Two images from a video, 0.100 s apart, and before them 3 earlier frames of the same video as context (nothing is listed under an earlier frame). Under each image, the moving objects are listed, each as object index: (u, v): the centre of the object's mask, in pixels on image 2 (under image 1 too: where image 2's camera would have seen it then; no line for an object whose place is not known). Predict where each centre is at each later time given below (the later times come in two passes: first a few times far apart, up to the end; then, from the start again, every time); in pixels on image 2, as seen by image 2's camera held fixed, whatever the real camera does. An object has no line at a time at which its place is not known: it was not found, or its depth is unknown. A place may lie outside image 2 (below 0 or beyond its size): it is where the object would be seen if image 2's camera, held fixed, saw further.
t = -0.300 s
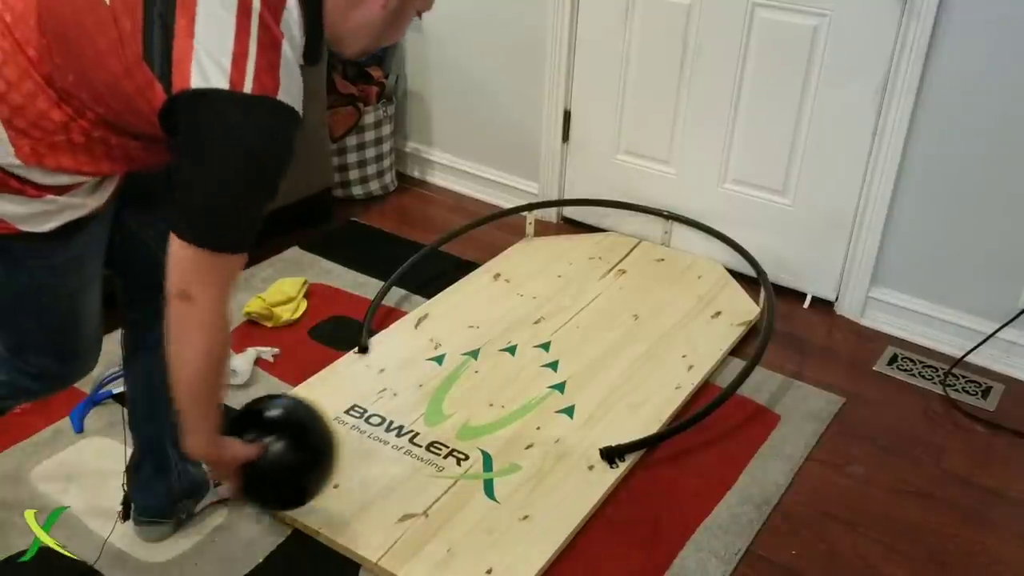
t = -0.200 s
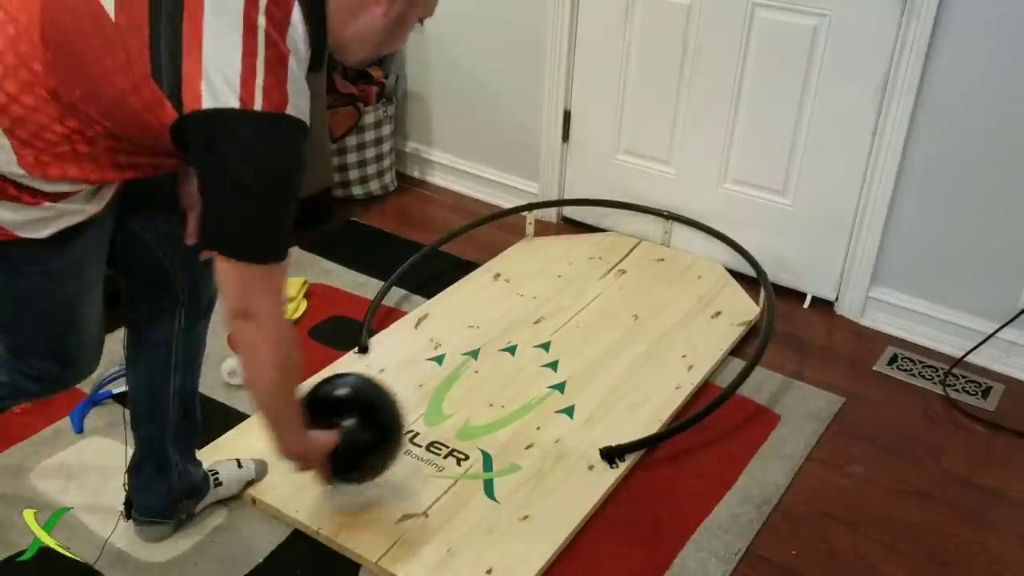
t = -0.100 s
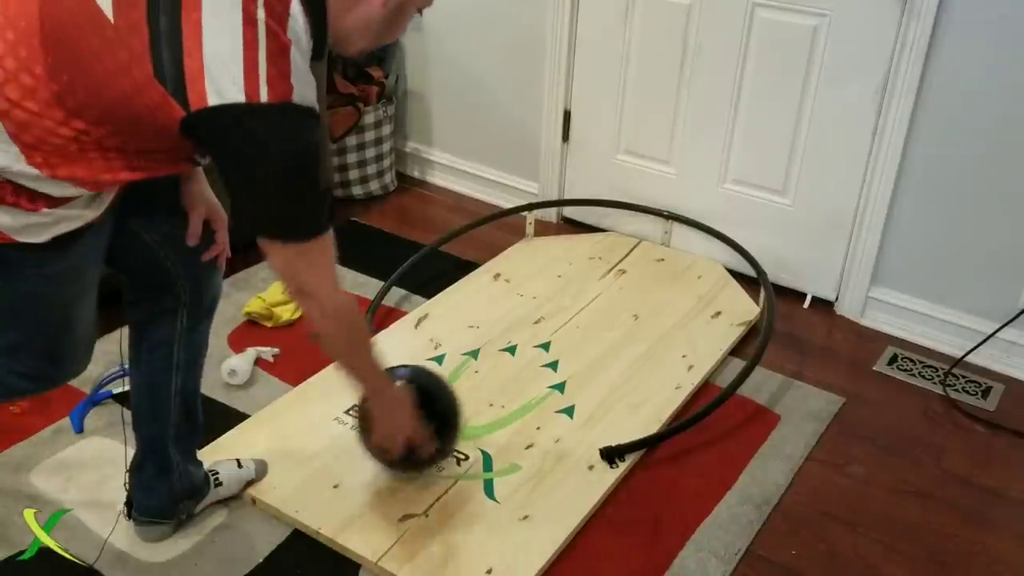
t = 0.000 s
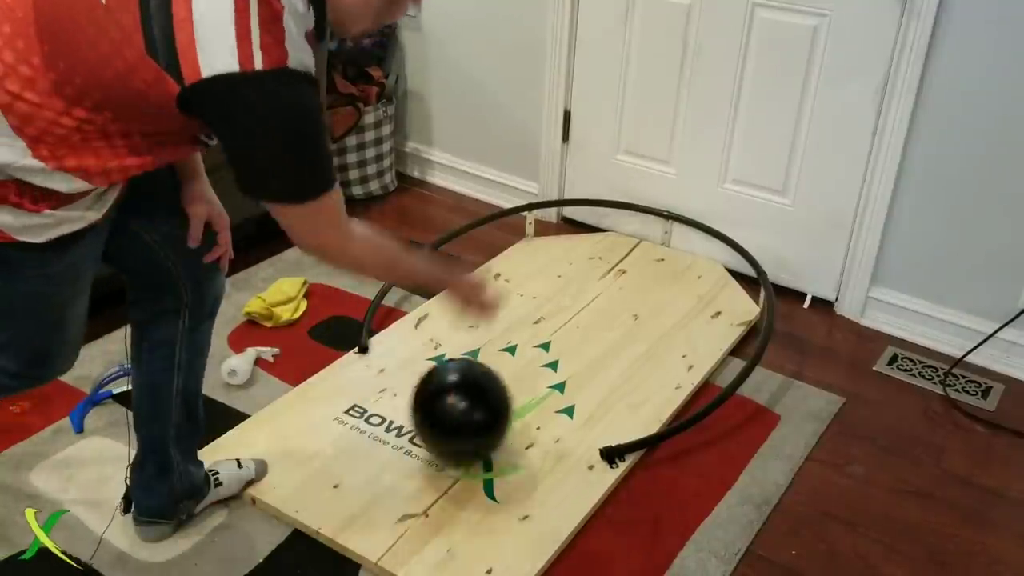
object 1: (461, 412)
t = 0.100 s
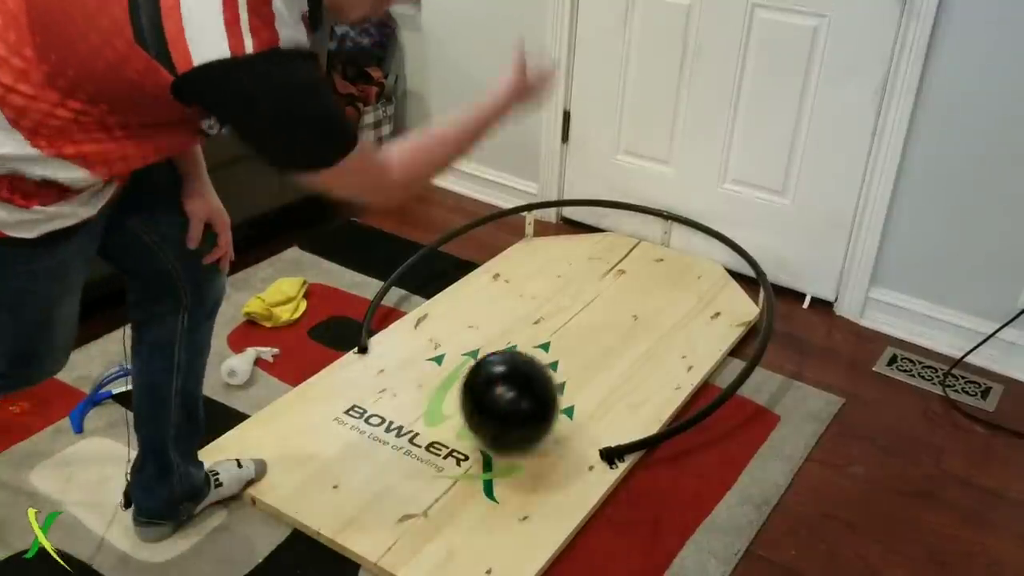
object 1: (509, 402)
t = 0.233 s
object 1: (567, 381)
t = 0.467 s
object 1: (651, 348)
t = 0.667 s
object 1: (706, 317)
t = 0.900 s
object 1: (715, 280)
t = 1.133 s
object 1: (679, 243)
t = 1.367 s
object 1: (619, 229)
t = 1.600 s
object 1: (557, 220)
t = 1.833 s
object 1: (520, 231)
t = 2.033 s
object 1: (487, 242)
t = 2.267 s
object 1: (445, 257)
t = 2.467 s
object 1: (411, 272)
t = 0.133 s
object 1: (524, 396)
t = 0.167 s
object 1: (539, 391)
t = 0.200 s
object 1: (553, 387)
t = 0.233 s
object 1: (567, 381)
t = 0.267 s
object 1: (580, 377)
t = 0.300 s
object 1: (593, 372)
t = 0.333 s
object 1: (605, 368)
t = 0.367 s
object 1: (617, 362)
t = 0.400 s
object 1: (629, 358)
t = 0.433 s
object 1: (640, 352)
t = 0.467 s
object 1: (651, 348)
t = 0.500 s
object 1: (661, 343)
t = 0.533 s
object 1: (671, 338)
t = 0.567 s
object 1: (680, 333)
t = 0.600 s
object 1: (689, 327)
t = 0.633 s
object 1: (698, 323)
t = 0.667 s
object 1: (706, 317)
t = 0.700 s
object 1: (714, 312)
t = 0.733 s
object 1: (721, 307)
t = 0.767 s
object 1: (728, 301)
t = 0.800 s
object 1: (732, 297)
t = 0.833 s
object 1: (728, 291)
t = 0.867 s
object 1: (722, 285)
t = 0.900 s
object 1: (715, 280)
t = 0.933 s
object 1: (710, 275)
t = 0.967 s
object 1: (703, 269)
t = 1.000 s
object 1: (698, 264)
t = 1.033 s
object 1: (693, 258)
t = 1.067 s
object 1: (688, 253)
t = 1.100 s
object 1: (683, 248)
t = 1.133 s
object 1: (679, 243)
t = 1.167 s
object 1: (675, 238)
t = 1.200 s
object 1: (669, 234)
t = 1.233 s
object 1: (658, 233)
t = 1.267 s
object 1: (648, 232)
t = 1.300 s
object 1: (638, 231)
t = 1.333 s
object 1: (629, 230)
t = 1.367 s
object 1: (619, 229)
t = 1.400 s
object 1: (610, 229)
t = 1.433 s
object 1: (600, 228)
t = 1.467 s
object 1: (591, 226)
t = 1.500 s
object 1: (583, 224)
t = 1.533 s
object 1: (574, 222)
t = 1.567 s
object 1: (565, 220)
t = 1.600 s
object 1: (557, 220)
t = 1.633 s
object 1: (550, 220)
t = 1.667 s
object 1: (545, 222)
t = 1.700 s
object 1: (541, 224)
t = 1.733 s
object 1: (536, 225)
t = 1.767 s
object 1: (531, 228)
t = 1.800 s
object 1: (525, 229)
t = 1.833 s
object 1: (520, 231)
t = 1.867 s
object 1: (515, 233)
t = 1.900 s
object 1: (509, 235)
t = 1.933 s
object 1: (504, 237)
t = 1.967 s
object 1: (499, 239)
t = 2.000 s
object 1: (493, 240)
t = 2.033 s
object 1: (487, 242)
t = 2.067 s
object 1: (481, 245)
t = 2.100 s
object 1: (476, 246)
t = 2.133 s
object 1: (471, 248)
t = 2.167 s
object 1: (463, 250)
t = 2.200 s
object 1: (459, 252)
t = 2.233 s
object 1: (452, 255)
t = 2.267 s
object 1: (445, 257)
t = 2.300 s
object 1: (441, 259)
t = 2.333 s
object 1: (435, 261)
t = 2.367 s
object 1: (427, 264)
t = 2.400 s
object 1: (422, 266)
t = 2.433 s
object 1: (415, 269)
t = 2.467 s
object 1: (411, 272)
